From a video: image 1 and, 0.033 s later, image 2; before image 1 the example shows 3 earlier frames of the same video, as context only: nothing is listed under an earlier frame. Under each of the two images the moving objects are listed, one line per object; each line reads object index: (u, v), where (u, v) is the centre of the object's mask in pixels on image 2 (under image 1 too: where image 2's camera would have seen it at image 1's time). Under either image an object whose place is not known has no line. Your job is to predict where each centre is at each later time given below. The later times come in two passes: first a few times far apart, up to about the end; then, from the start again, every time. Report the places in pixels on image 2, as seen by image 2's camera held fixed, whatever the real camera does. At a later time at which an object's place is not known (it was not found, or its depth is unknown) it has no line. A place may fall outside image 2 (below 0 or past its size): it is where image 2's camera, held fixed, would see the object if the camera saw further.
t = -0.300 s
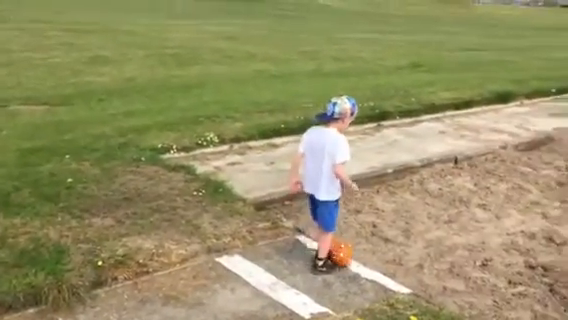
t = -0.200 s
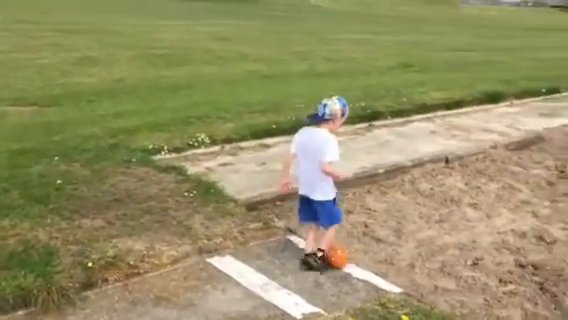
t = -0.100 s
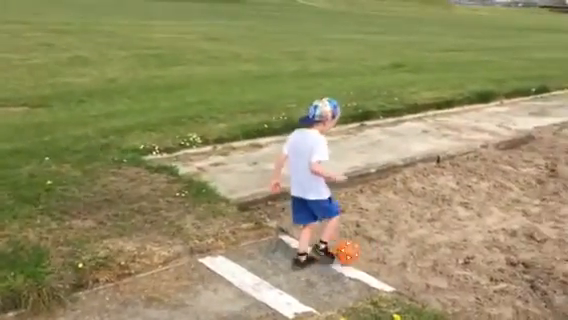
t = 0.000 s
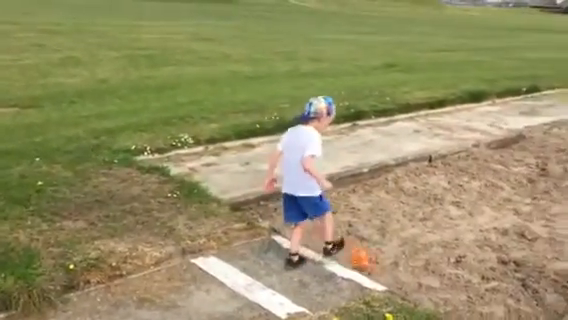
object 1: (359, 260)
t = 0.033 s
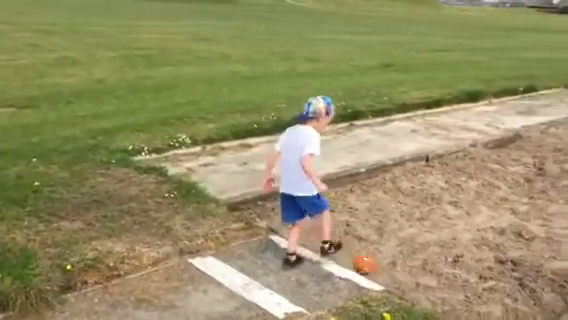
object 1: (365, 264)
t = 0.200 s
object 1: (394, 268)
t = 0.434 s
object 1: (424, 275)
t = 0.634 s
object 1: (444, 275)
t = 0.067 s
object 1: (371, 269)
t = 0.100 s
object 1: (379, 272)
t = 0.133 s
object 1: (382, 269)
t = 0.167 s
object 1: (390, 269)
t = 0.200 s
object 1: (394, 268)
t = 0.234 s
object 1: (397, 270)
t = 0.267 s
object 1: (402, 273)
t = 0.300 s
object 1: (406, 274)
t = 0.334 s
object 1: (410, 274)
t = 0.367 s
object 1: (419, 275)
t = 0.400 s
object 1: (419, 274)
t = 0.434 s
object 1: (424, 275)
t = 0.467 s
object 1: (428, 274)
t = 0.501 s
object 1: (431, 275)
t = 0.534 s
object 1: (436, 273)
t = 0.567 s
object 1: (439, 275)
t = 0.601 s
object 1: (442, 275)
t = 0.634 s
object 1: (444, 275)
